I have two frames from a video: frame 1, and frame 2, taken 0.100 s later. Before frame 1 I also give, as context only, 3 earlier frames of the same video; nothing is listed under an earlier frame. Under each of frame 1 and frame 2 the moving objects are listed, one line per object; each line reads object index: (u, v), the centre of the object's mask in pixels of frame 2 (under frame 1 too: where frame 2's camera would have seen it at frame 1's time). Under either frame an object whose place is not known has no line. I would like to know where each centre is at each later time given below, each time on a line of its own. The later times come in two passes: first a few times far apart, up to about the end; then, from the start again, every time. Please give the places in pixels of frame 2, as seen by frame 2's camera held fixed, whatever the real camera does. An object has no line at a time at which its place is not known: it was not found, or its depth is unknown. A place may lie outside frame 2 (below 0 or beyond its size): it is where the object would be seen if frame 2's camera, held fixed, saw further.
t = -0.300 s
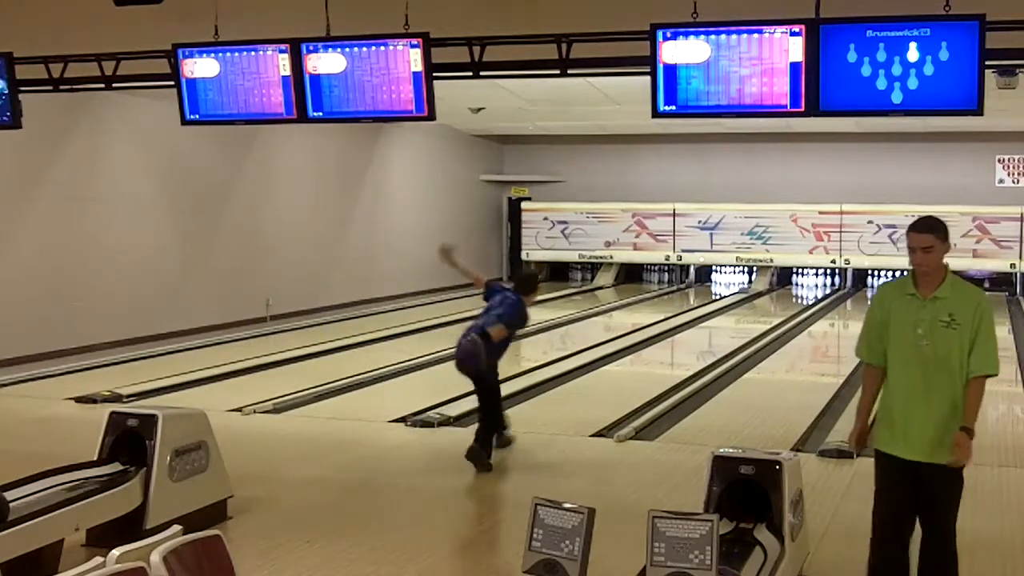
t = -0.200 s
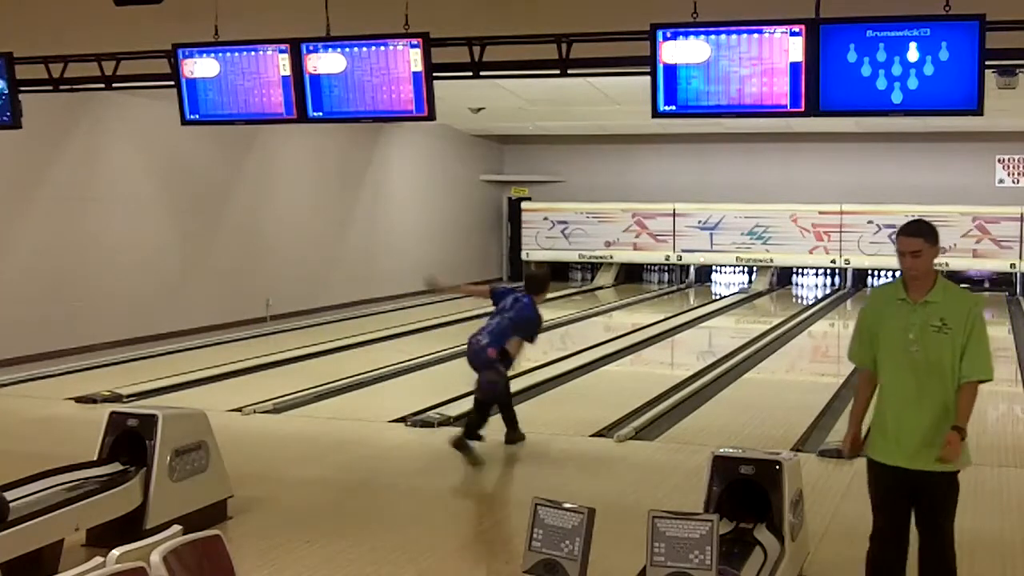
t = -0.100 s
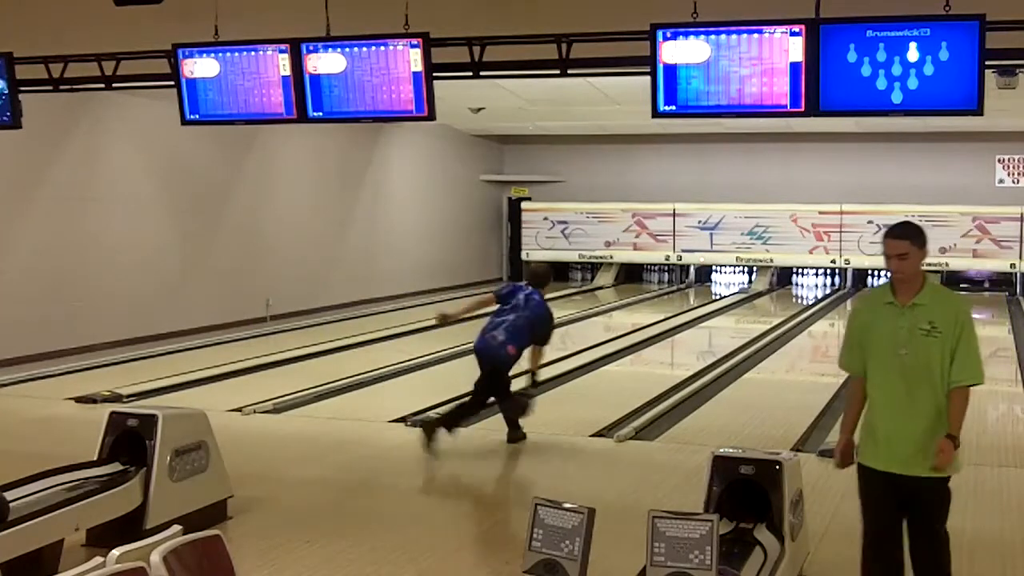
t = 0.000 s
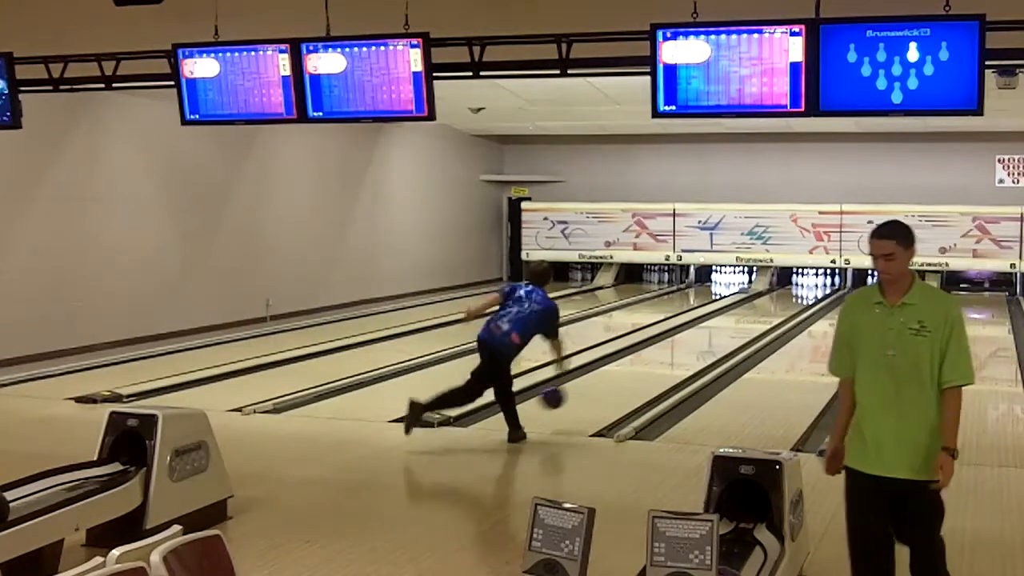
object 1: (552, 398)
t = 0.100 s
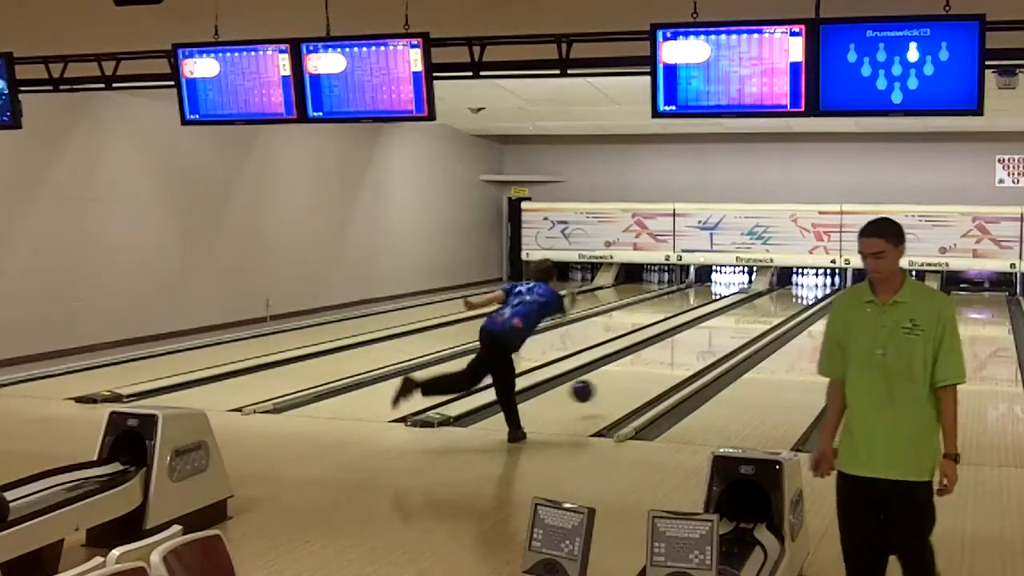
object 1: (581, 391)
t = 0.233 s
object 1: (616, 388)
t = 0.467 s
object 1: (664, 366)
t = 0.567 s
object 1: (681, 358)
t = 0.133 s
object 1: (591, 391)
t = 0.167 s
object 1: (599, 393)
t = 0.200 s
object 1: (608, 392)
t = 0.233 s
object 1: (616, 388)
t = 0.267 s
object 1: (624, 384)
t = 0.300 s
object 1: (631, 381)
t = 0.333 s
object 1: (638, 378)
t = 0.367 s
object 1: (645, 375)
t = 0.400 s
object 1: (651, 372)
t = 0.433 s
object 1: (658, 369)
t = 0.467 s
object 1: (664, 366)
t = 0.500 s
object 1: (670, 364)
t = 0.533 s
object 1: (675, 361)
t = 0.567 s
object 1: (681, 358)
